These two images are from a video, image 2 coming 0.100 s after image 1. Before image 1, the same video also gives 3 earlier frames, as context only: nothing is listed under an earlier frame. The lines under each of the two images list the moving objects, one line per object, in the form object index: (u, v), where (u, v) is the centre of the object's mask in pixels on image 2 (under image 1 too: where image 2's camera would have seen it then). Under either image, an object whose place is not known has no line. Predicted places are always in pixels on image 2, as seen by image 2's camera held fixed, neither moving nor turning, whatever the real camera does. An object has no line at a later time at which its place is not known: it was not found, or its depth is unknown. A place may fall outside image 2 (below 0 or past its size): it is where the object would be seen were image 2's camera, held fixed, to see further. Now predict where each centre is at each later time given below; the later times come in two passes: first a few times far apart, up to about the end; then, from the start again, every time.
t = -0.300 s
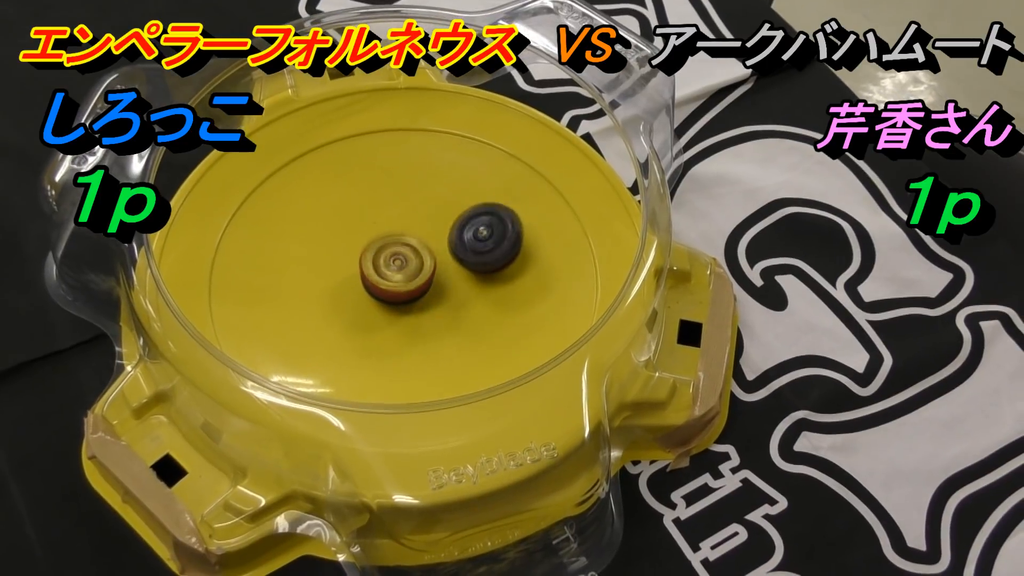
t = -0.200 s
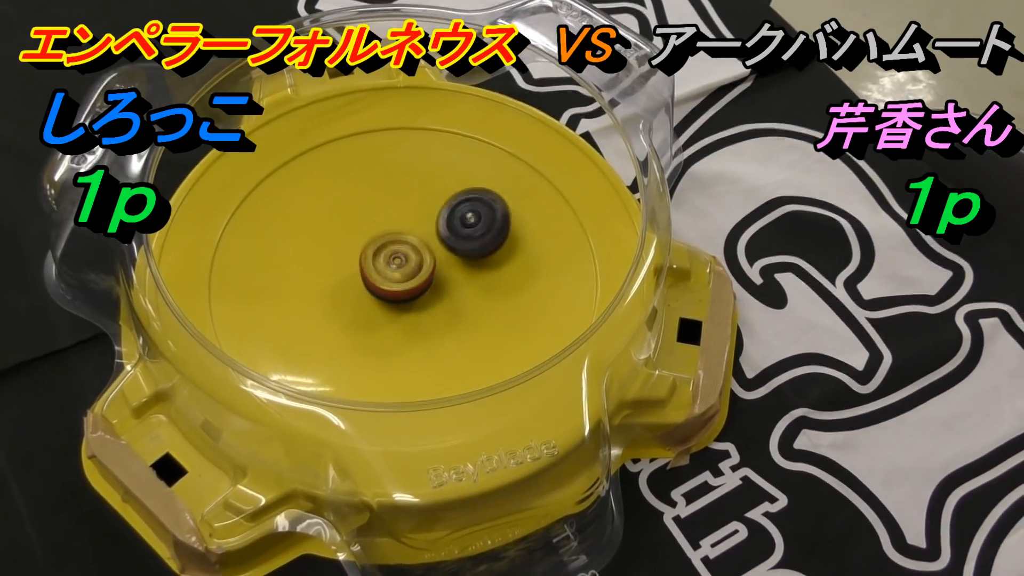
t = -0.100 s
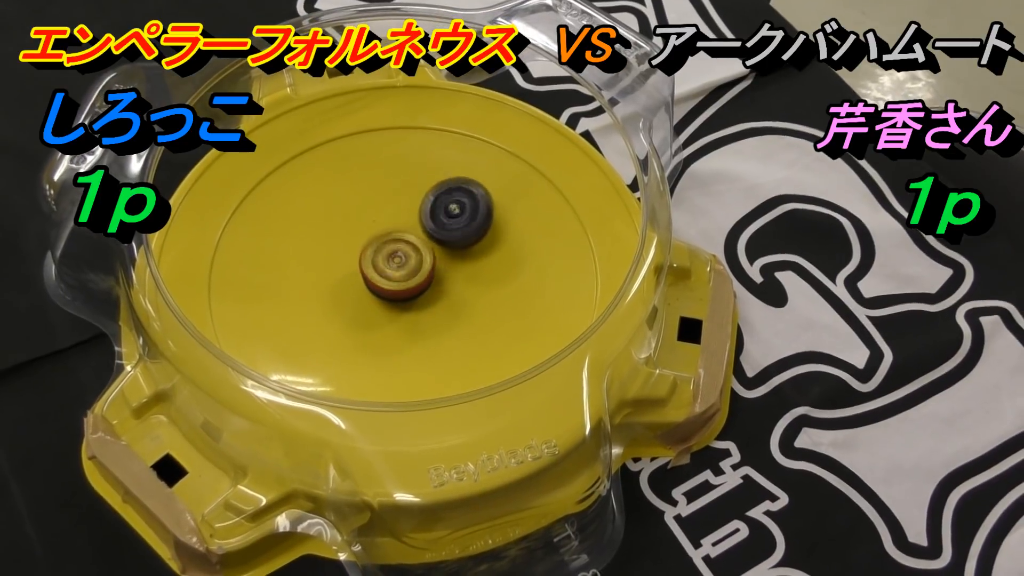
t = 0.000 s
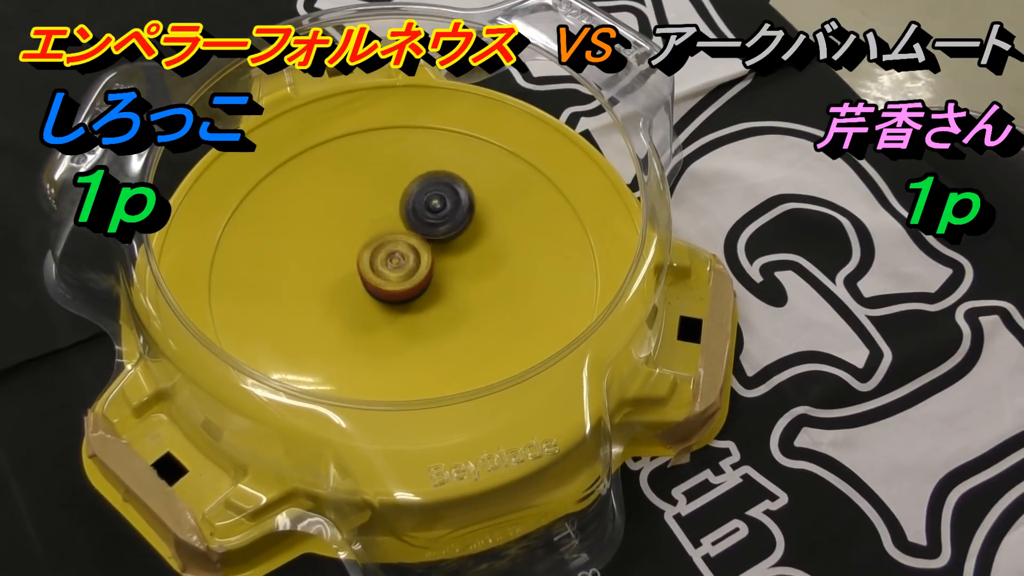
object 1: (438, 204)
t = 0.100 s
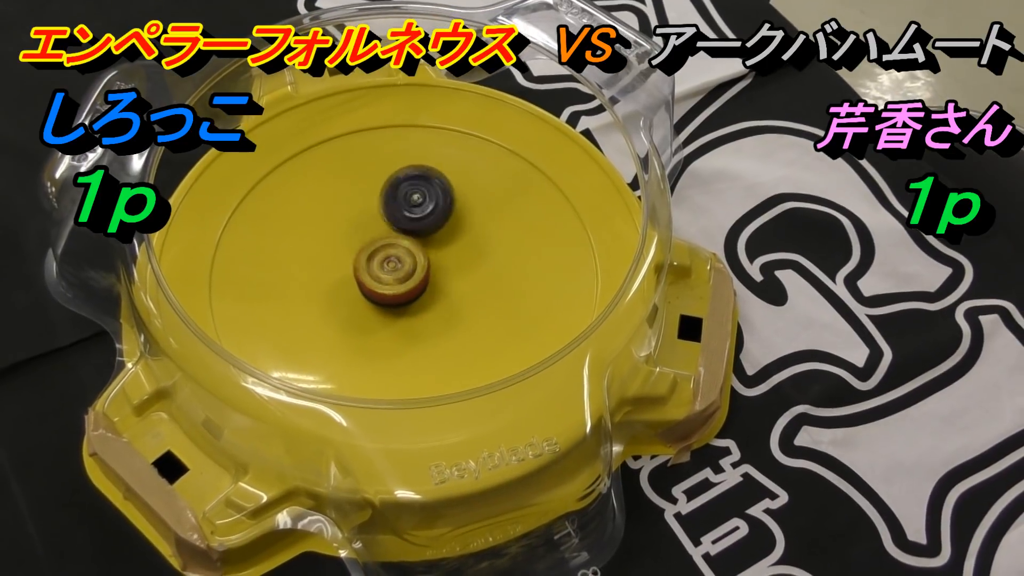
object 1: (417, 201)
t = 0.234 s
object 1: (386, 201)
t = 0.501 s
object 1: (332, 222)
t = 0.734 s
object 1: (317, 258)
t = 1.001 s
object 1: (342, 301)
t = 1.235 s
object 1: (388, 324)
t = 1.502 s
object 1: (444, 314)
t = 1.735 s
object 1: (474, 279)
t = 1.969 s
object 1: (472, 241)
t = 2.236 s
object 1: (438, 209)
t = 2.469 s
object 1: (394, 201)
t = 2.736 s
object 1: (352, 221)
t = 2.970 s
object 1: (337, 252)
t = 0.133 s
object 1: (409, 200)
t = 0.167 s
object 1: (402, 200)
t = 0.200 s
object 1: (394, 200)
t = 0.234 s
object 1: (386, 201)
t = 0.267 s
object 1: (379, 202)
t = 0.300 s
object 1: (370, 203)
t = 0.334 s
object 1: (363, 206)
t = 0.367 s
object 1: (357, 208)
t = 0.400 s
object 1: (350, 210)
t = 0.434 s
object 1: (344, 214)
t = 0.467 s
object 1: (338, 217)
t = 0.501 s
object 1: (332, 222)
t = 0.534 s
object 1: (328, 226)
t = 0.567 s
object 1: (325, 230)
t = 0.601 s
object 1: (322, 236)
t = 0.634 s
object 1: (320, 241)
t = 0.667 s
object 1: (318, 246)
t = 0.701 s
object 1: (317, 252)
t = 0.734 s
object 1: (317, 258)
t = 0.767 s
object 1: (317, 263)
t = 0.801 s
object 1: (319, 269)
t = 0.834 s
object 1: (321, 274)
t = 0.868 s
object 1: (324, 280)
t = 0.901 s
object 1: (328, 286)
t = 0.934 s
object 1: (333, 291)
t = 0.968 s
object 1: (337, 296)
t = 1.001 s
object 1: (342, 301)
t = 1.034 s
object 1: (347, 305)
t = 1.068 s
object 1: (353, 310)
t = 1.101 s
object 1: (359, 313)
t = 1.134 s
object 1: (365, 317)
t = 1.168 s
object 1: (373, 320)
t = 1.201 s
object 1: (380, 322)
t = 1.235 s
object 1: (388, 324)
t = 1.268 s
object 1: (395, 325)
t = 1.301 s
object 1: (403, 325)
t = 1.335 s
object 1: (410, 325)
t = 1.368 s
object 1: (418, 324)
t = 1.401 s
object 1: (425, 322)
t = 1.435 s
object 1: (431, 320)
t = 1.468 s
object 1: (438, 317)
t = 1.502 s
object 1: (444, 314)
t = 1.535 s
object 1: (450, 309)
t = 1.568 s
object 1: (455, 305)
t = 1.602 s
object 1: (460, 301)
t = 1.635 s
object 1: (465, 296)
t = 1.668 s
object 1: (469, 290)
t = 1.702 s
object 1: (472, 285)
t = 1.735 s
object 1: (474, 279)
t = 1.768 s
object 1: (476, 273)
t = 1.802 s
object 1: (477, 268)
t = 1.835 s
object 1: (477, 262)
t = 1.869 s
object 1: (476, 257)
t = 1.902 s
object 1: (474, 251)
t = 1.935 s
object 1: (474, 246)
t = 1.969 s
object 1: (472, 241)
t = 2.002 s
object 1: (469, 236)
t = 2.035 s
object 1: (466, 231)
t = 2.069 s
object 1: (462, 227)
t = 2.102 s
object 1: (458, 223)
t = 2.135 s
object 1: (453, 219)
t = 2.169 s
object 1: (449, 215)
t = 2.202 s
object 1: (443, 212)
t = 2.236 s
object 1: (438, 209)
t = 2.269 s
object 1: (432, 207)
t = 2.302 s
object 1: (426, 205)
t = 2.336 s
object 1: (420, 203)
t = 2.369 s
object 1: (413, 202)
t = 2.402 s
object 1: (406, 201)
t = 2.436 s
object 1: (400, 201)
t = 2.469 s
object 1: (394, 201)
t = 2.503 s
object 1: (387, 202)
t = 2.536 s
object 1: (381, 203)
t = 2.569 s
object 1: (375, 205)
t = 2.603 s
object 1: (370, 209)
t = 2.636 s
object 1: (364, 210)
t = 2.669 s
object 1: (360, 213)
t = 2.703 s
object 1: (355, 217)
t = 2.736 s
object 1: (352, 221)
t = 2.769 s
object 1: (348, 224)
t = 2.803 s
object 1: (345, 229)
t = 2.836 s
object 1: (342, 233)
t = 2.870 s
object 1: (340, 238)
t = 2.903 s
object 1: (339, 243)
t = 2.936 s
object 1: (337, 246)
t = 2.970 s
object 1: (337, 252)
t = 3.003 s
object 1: (338, 257)
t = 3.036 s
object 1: (337, 262)
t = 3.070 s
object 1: (336, 266)
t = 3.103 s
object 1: (338, 271)
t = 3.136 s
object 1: (339, 276)
